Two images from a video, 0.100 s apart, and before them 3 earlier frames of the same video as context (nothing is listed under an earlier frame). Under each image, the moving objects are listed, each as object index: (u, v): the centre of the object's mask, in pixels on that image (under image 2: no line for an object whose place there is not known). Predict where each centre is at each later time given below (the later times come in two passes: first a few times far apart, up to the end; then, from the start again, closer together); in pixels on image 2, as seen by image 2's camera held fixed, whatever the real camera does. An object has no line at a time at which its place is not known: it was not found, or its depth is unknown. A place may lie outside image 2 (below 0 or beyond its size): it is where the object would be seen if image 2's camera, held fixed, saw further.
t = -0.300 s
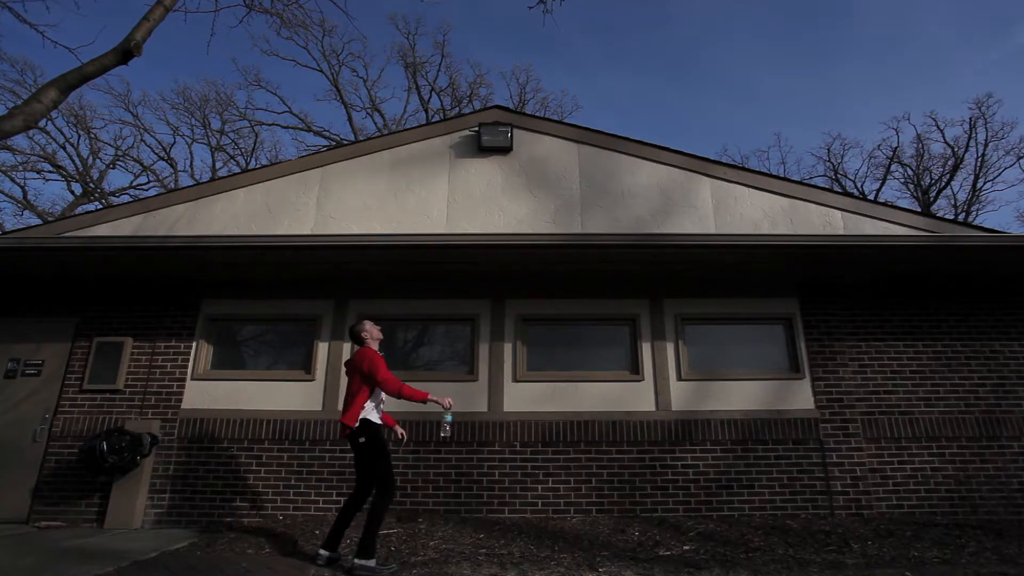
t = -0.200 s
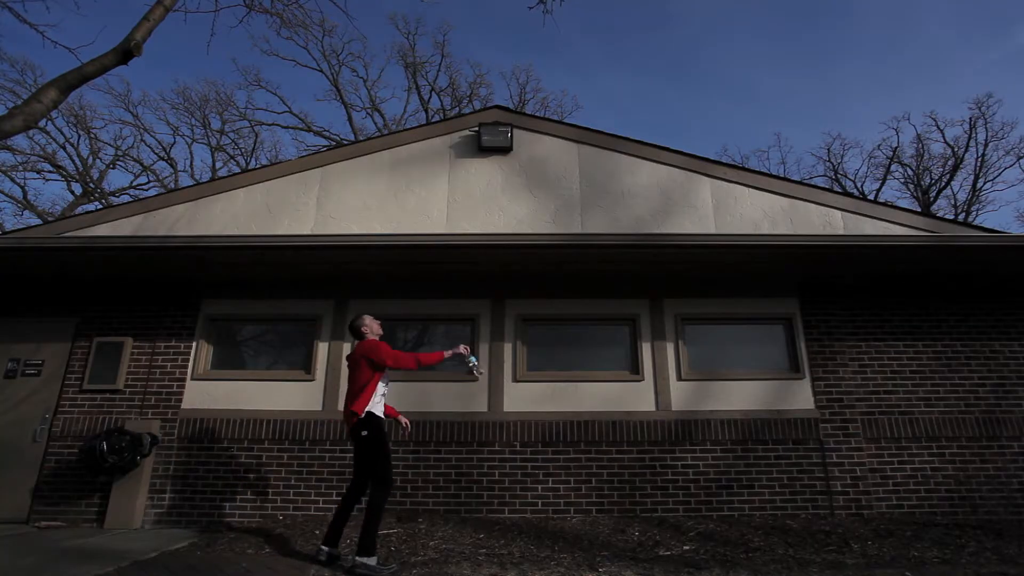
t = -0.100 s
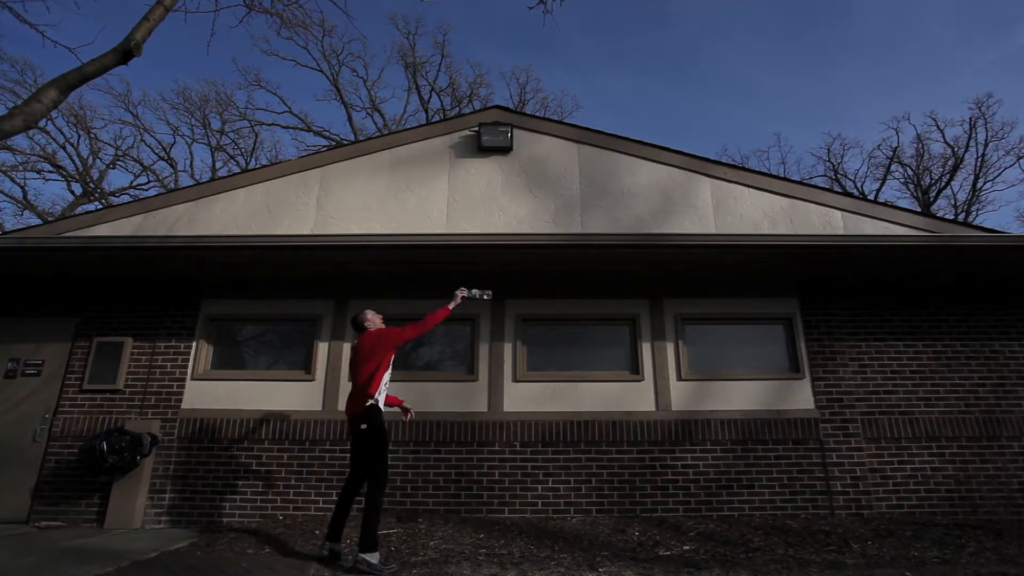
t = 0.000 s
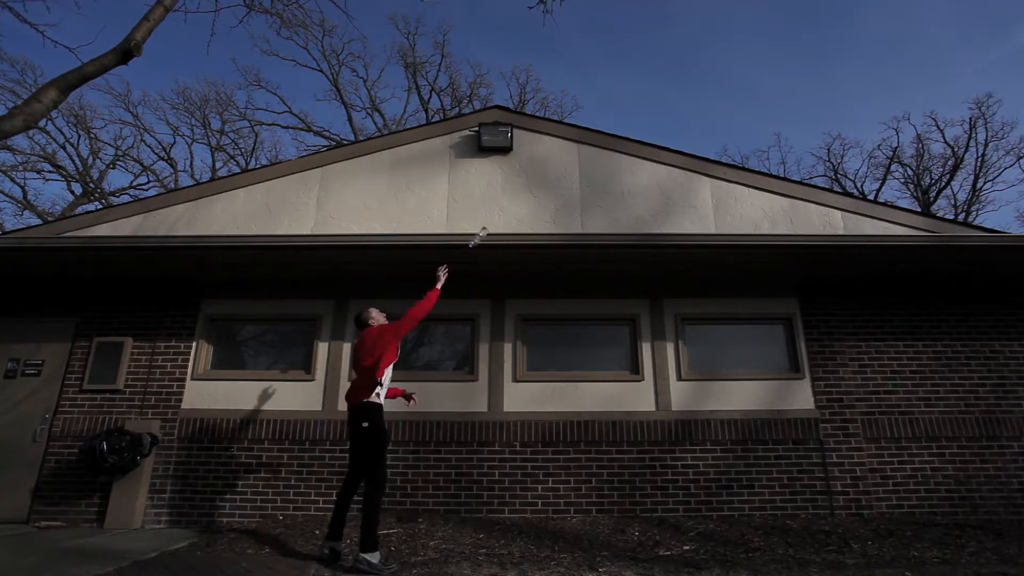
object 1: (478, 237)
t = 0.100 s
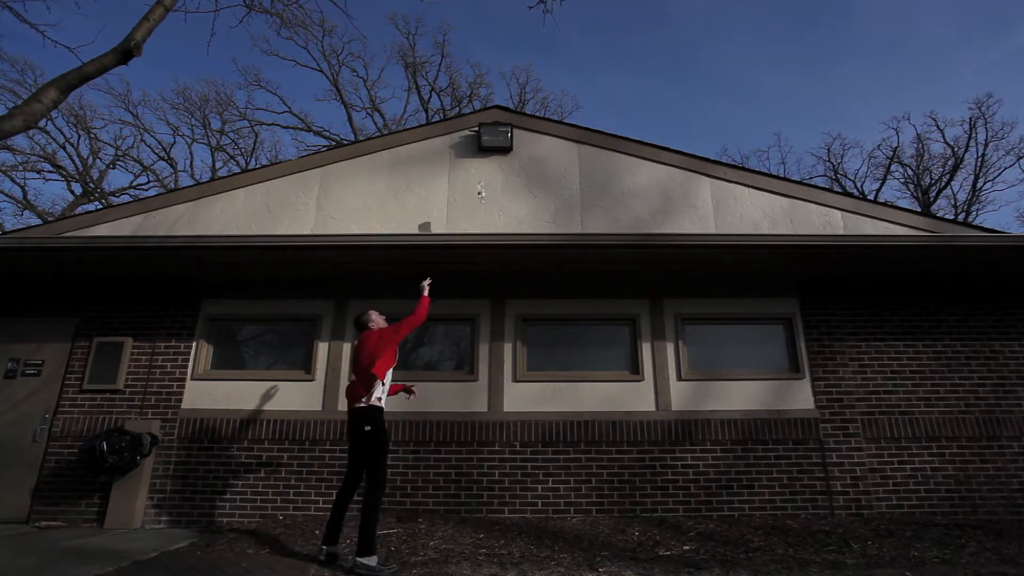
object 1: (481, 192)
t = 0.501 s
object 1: (468, 112)
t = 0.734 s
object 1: (453, 138)
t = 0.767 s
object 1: (453, 149)
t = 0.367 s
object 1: (477, 122)
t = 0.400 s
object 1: (475, 117)
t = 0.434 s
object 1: (472, 115)
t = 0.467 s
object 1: (470, 112)
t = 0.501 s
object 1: (468, 112)
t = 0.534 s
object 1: (465, 113)
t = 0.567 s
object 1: (463, 115)
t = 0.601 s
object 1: (461, 118)
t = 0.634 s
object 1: (460, 121)
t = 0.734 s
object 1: (453, 138)
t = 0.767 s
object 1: (453, 149)
